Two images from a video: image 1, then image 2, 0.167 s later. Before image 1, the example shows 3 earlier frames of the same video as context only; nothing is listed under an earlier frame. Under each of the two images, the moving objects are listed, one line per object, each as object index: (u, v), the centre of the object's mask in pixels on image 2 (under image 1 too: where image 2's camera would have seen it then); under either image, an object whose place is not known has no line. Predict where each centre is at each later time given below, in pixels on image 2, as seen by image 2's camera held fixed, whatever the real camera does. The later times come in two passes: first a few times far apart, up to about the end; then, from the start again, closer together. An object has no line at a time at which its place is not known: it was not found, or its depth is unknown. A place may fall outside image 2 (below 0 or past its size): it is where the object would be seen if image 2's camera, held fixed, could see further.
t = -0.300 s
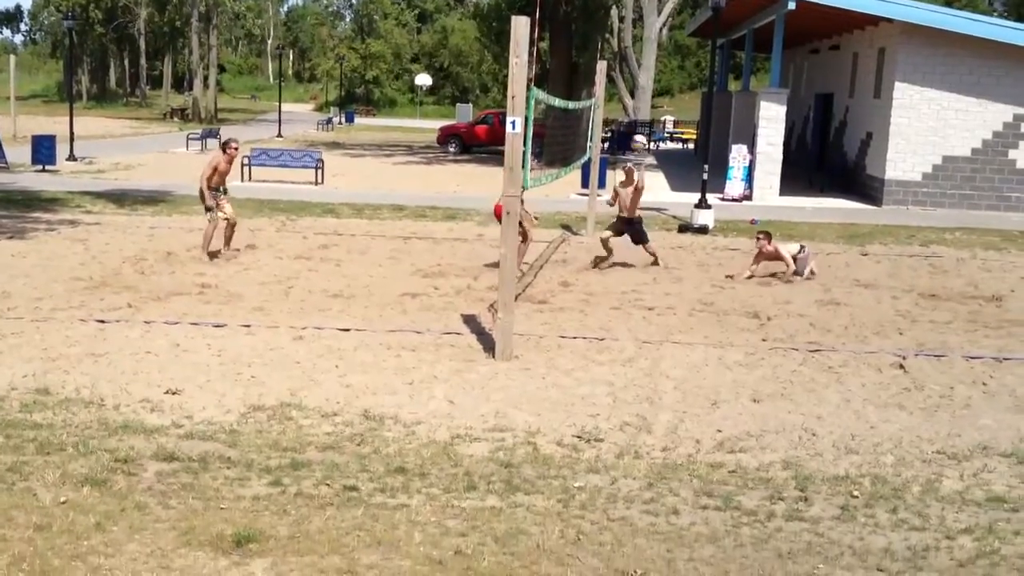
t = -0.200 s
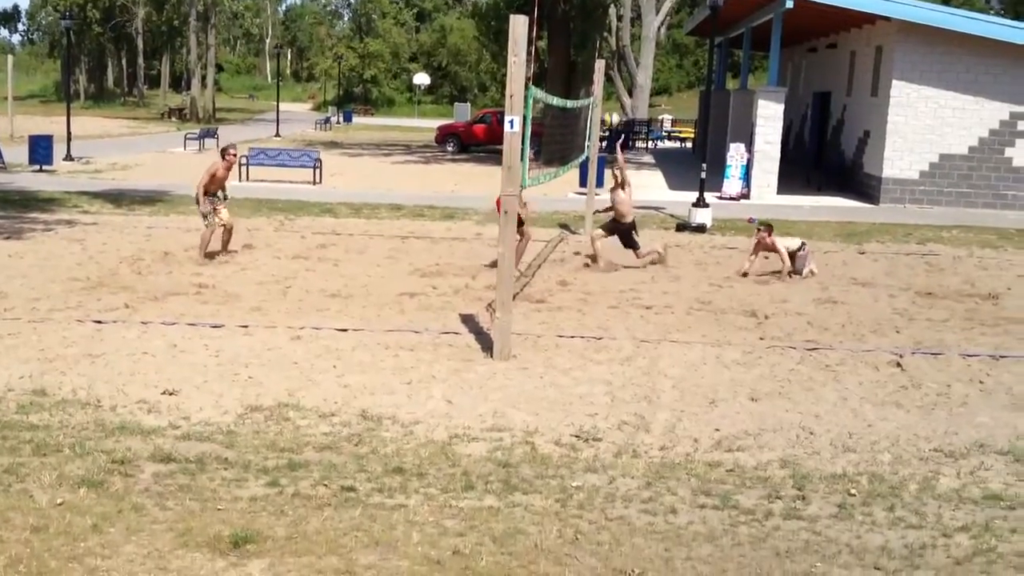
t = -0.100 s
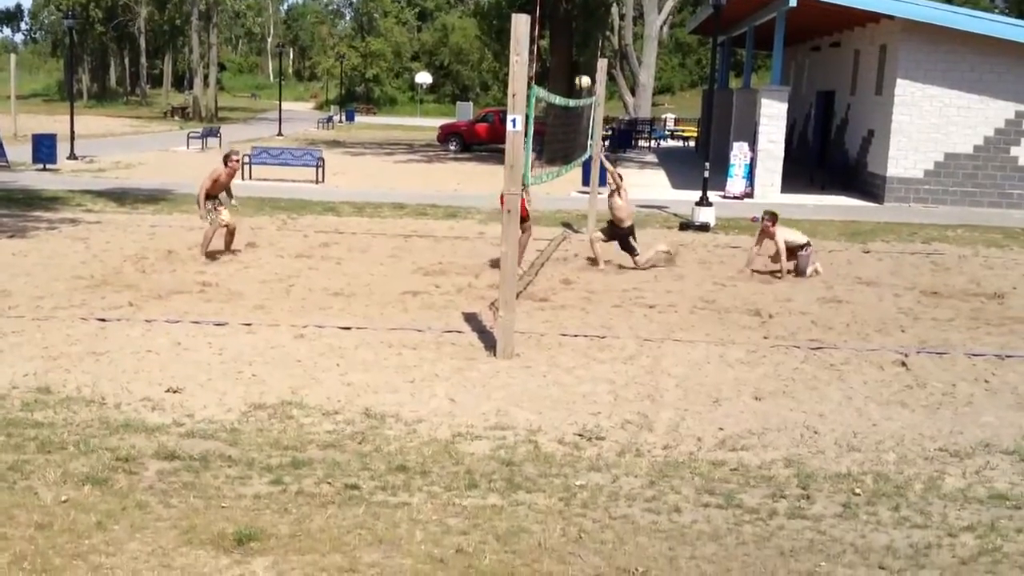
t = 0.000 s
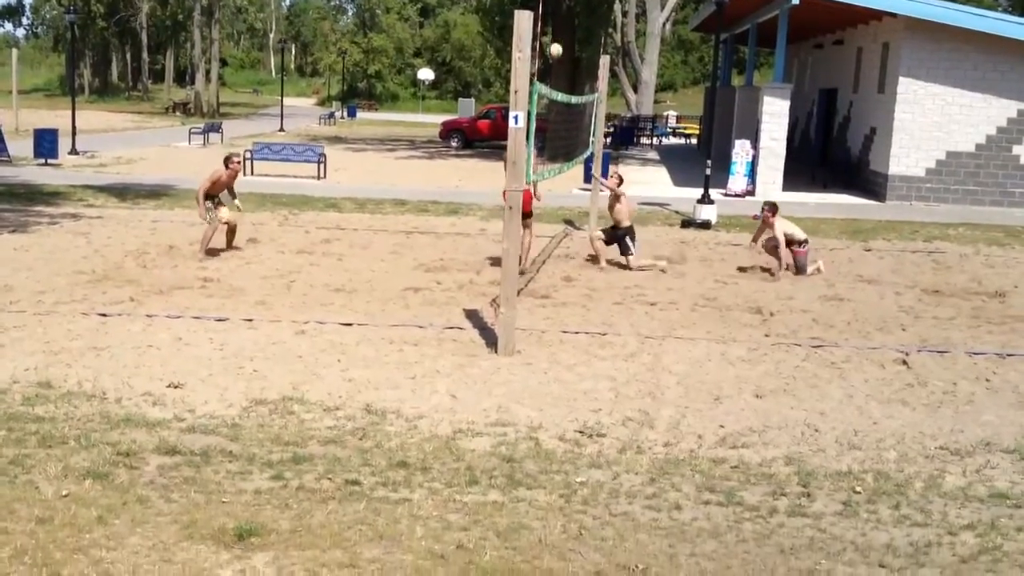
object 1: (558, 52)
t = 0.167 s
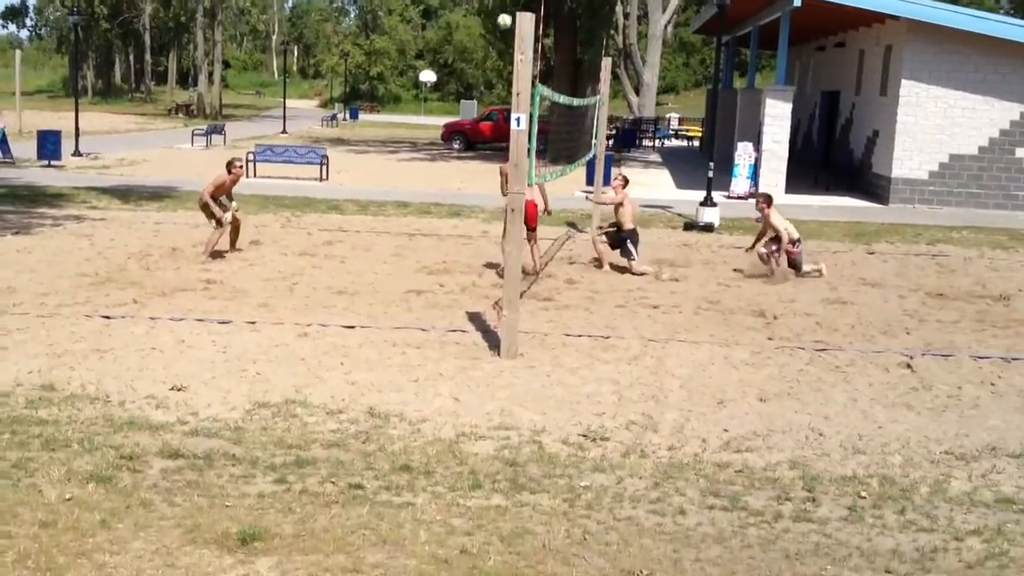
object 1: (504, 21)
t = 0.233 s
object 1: (483, 13)
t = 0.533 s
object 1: (389, 24)
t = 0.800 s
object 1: (311, 87)
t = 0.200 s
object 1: (494, 17)
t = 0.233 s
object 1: (483, 13)
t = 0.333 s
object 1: (450, 9)
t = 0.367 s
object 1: (440, 10)
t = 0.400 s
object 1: (429, 12)
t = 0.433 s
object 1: (420, 13)
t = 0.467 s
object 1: (410, 16)
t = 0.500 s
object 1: (400, 20)
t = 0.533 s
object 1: (389, 24)
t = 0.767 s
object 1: (320, 77)
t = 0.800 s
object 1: (311, 87)
